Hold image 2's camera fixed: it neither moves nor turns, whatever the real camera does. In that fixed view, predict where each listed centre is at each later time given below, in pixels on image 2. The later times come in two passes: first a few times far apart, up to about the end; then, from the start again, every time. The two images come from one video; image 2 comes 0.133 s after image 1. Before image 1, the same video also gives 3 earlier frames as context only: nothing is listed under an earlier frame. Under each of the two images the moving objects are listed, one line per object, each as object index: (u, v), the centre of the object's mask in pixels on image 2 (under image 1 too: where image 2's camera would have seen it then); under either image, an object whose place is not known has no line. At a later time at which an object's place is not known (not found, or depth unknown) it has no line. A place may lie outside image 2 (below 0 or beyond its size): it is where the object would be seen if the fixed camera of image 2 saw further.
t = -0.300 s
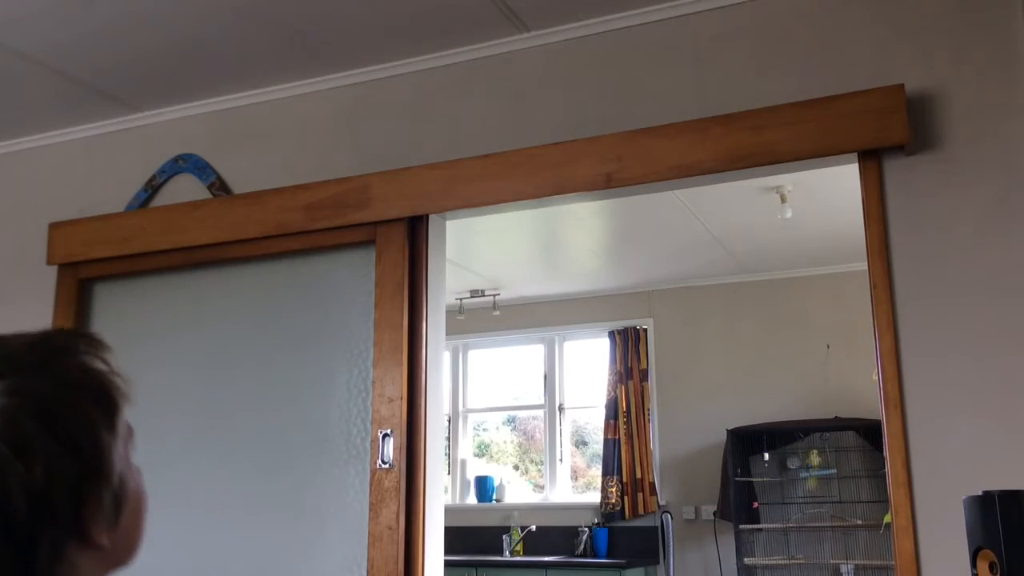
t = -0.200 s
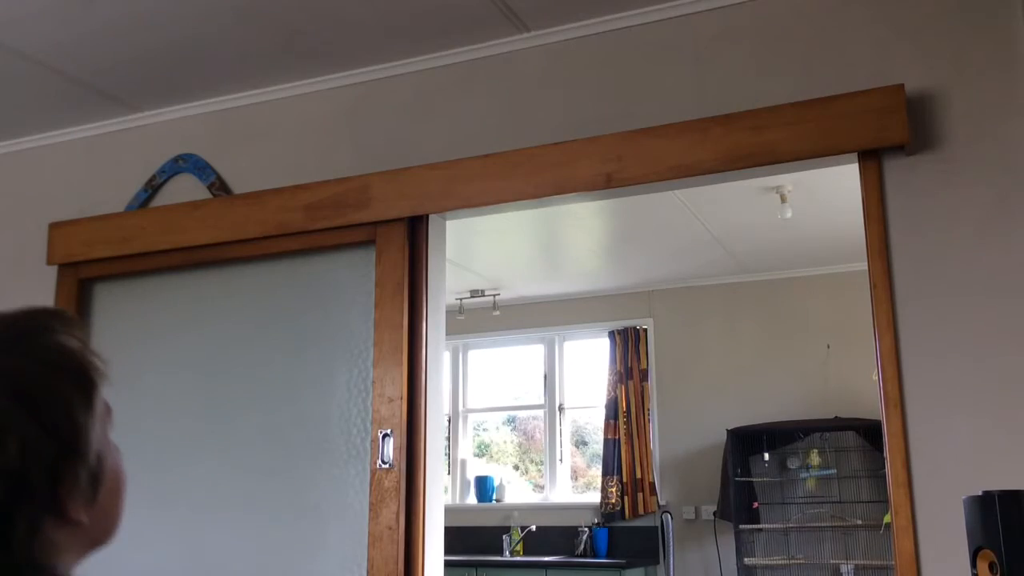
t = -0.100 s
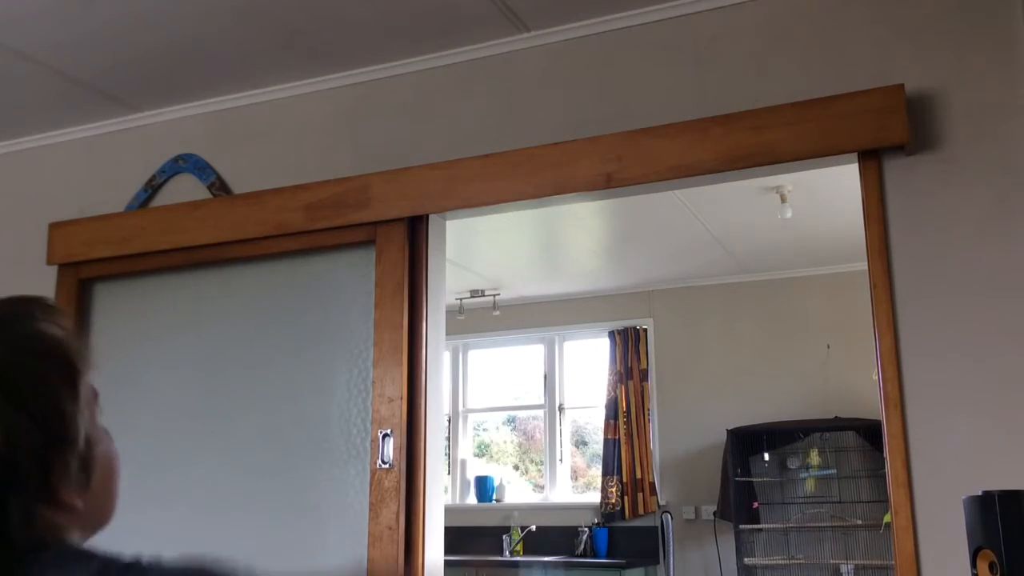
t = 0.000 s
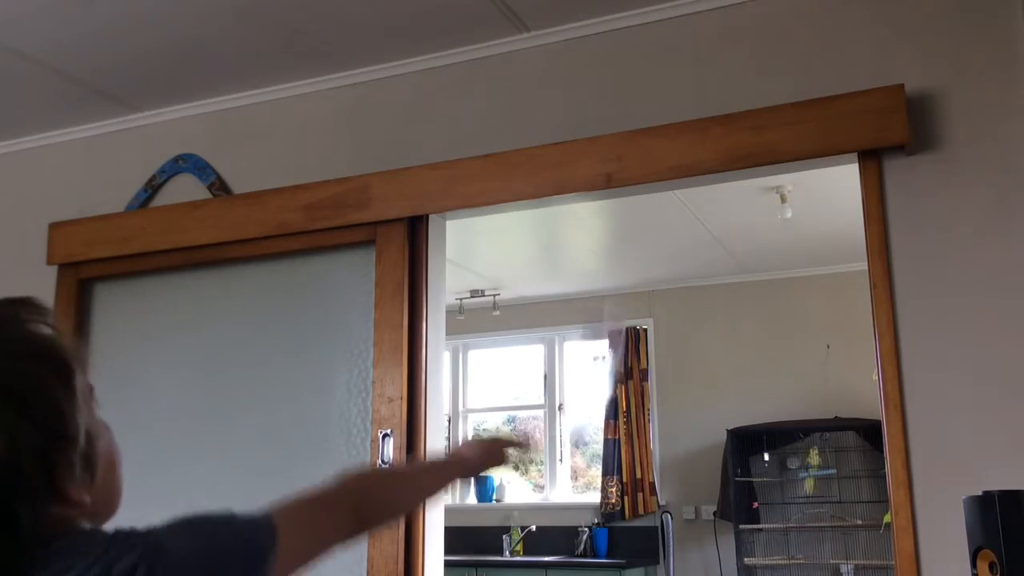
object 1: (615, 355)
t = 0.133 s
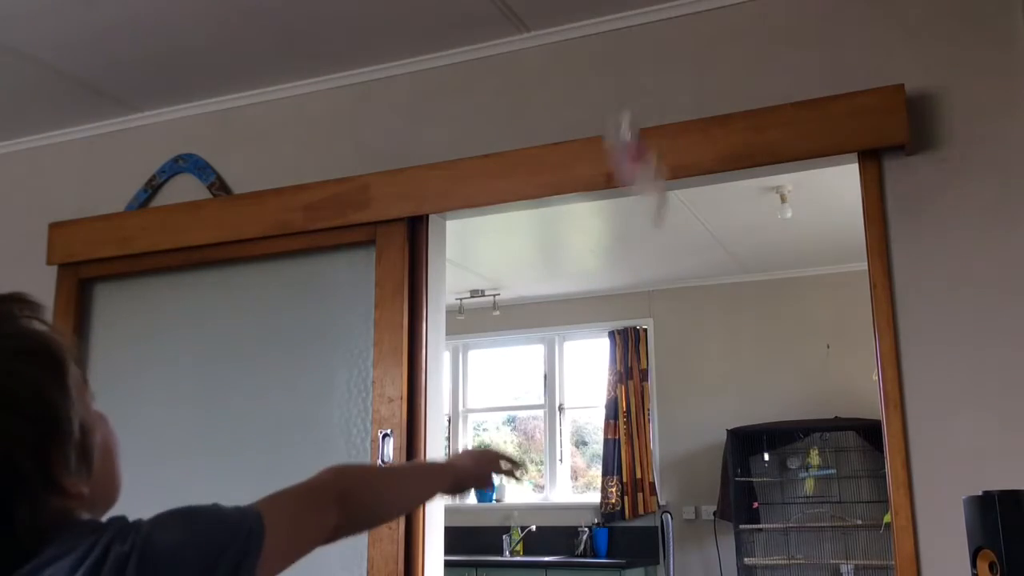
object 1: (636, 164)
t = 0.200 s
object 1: (649, 106)
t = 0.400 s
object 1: (679, 71)
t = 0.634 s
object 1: (662, 88)
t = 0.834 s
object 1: (664, 87)
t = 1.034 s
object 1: (666, 88)
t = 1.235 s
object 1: (666, 88)
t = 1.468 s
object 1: (664, 88)
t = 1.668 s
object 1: (665, 89)
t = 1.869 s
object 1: (665, 89)
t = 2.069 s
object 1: (665, 89)
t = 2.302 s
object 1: (665, 89)
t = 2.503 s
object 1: (664, 89)
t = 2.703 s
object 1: (664, 89)
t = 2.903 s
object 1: (664, 89)
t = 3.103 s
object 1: (664, 89)
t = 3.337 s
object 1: (664, 89)
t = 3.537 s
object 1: (665, 89)
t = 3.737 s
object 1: (665, 89)
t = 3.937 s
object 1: (665, 88)
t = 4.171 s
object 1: (665, 89)
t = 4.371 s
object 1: (665, 89)
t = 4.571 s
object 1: (666, 89)
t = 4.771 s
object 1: (666, 89)
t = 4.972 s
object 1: (666, 89)
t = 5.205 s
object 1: (665, 89)
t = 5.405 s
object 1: (665, 89)
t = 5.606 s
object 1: (665, 89)
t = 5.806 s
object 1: (665, 89)
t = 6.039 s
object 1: (666, 89)
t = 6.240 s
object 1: (664, 89)
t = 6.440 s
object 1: (665, 89)
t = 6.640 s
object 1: (665, 89)
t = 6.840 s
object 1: (662, 91)
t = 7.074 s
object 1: (665, 89)
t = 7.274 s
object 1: (665, 89)
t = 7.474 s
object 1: (665, 89)
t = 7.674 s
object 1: (665, 89)
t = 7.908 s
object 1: (666, 89)
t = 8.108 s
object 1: (666, 89)
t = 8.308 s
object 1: (666, 89)
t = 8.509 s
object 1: (666, 89)
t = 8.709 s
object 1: (666, 89)
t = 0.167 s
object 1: (643, 132)
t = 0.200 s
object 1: (649, 106)
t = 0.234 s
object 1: (650, 82)
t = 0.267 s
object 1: (654, 67)
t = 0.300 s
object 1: (658, 61)
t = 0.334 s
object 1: (663, 59)
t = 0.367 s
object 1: (681, 64)
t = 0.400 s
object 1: (679, 71)
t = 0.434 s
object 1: (677, 79)
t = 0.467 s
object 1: (675, 85)
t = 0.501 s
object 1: (672, 88)
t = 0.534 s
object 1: (670, 88)
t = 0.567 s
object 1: (668, 88)
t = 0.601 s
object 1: (664, 88)
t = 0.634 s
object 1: (662, 88)
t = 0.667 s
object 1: (658, 89)
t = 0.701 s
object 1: (657, 89)
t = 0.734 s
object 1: (657, 89)
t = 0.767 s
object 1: (659, 88)
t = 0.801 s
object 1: (660, 88)
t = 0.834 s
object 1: (664, 87)
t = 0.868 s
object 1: (664, 88)
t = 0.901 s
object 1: (666, 89)
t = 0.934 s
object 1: (667, 88)
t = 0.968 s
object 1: (668, 87)
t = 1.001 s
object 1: (666, 88)
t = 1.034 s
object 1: (666, 88)
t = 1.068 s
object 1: (665, 89)
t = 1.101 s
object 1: (666, 88)
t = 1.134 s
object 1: (665, 88)
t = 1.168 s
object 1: (665, 88)
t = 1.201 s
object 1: (665, 88)
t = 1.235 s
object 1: (666, 88)
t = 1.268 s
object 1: (667, 87)
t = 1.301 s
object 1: (667, 88)
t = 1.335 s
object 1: (665, 89)
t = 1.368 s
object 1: (664, 88)
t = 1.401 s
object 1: (664, 88)
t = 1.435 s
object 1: (665, 88)
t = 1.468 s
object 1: (664, 88)
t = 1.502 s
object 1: (665, 88)
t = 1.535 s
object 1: (664, 88)
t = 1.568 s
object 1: (666, 88)
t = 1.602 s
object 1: (665, 88)
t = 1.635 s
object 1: (665, 88)
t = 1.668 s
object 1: (665, 89)
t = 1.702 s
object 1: (665, 88)
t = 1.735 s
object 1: (665, 88)
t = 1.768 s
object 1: (665, 88)
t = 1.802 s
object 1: (666, 88)
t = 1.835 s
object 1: (666, 88)
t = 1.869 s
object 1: (665, 89)
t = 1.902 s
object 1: (665, 88)
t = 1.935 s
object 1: (666, 88)
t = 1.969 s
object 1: (665, 88)
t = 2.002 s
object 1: (665, 88)
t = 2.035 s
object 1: (665, 88)
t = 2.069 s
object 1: (665, 89)
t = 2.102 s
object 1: (665, 89)
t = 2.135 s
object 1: (664, 89)
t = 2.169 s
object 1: (665, 89)
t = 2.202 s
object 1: (665, 89)
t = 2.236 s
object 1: (665, 89)
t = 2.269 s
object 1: (664, 89)
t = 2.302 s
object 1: (665, 89)
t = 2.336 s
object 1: (665, 89)
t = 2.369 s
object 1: (664, 89)
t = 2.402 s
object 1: (664, 89)
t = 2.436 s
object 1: (664, 89)
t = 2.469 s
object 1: (664, 89)
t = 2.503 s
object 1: (664, 89)
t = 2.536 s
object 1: (665, 89)
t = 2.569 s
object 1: (664, 89)
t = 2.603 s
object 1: (665, 89)
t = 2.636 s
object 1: (664, 89)
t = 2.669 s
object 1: (665, 89)
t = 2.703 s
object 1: (664, 89)
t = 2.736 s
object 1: (664, 89)
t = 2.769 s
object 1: (664, 89)
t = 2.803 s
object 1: (664, 89)
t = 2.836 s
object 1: (664, 89)
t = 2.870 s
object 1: (664, 89)
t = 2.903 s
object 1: (664, 89)
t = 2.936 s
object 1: (664, 89)
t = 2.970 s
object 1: (665, 89)
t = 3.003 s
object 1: (664, 89)
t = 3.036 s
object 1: (664, 89)
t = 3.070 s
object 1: (664, 89)
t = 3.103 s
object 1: (664, 89)
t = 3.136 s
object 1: (665, 89)
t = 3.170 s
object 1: (665, 89)
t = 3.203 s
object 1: (666, 88)
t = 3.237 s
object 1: (666, 88)
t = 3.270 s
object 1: (665, 88)
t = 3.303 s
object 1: (664, 89)
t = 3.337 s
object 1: (664, 89)
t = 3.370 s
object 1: (664, 89)
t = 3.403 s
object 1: (664, 88)
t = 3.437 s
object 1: (664, 89)
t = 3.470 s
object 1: (664, 89)
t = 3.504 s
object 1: (665, 89)
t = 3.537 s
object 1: (665, 89)
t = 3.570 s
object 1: (665, 89)
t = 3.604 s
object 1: (664, 89)
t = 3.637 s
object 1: (664, 89)
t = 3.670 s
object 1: (665, 89)
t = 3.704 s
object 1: (665, 89)
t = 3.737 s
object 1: (665, 89)
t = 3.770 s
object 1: (664, 89)
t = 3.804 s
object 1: (664, 89)
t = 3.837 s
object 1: (664, 89)
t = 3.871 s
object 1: (664, 89)
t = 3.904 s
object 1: (665, 88)
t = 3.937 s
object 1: (665, 88)
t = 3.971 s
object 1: (665, 89)
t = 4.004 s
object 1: (665, 89)
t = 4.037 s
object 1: (665, 89)
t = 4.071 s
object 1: (665, 89)
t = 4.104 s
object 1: (665, 89)
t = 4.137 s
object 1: (665, 89)
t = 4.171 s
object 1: (665, 89)
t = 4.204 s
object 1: (665, 89)
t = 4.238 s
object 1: (665, 89)
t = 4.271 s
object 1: (666, 89)
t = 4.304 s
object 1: (665, 89)
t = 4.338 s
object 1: (665, 89)
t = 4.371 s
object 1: (665, 89)
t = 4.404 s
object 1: (666, 89)
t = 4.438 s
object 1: (666, 89)
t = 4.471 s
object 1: (666, 89)
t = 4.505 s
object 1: (666, 89)
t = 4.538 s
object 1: (666, 88)
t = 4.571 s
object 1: (666, 89)
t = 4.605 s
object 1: (665, 89)
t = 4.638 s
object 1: (665, 89)
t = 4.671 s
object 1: (665, 89)
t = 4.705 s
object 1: (666, 89)
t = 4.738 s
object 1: (666, 89)
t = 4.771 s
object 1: (666, 89)
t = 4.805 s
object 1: (665, 89)
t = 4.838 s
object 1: (665, 89)
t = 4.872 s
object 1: (665, 89)
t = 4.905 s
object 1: (666, 89)
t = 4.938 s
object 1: (665, 89)
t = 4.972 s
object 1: (666, 89)
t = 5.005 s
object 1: (665, 89)
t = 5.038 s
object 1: (665, 89)
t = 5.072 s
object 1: (665, 89)
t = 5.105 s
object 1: (665, 89)
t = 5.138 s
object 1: (665, 89)
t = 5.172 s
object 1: (665, 89)
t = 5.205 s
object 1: (665, 89)
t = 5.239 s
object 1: (665, 89)
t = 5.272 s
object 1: (665, 89)
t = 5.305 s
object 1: (665, 89)
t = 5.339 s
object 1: (665, 89)
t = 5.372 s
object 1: (665, 89)
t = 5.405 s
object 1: (665, 89)
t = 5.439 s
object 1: (666, 89)
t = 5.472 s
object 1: (665, 89)
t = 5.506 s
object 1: (665, 89)
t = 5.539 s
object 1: (665, 89)
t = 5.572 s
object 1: (665, 89)
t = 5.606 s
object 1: (665, 89)
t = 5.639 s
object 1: (665, 89)
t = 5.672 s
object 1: (665, 89)
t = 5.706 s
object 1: (665, 90)
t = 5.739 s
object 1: (666, 89)
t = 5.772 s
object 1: (665, 90)
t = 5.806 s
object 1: (665, 89)
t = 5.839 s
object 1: (665, 89)
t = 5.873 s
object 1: (665, 90)
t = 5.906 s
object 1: (665, 89)
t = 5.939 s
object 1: (665, 90)
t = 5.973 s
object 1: (665, 89)
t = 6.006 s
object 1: (666, 89)
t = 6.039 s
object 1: (666, 89)
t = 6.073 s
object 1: (666, 89)
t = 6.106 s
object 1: (665, 89)
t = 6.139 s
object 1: (664, 89)
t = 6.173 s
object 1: (665, 89)
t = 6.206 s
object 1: (665, 89)
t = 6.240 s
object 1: (664, 89)
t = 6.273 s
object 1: (665, 89)
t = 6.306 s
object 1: (664, 89)
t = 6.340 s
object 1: (665, 89)
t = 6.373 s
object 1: (665, 89)
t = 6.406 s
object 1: (665, 89)
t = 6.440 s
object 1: (665, 89)
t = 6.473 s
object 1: (665, 89)
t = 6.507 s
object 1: (665, 89)
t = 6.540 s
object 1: (665, 89)
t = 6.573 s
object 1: (665, 89)
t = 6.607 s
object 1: (665, 89)
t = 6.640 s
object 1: (665, 89)
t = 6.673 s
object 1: (665, 89)
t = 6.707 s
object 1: (665, 89)
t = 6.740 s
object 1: (665, 89)
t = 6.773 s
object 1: (665, 89)
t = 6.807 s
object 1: (665, 95)
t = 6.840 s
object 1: (662, 91)
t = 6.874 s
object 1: (659, 81)
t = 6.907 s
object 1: (665, 90)
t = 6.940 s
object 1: (665, 90)
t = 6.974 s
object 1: (665, 90)
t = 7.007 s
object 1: (667, 89)
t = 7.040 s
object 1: (665, 90)
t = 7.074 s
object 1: (665, 89)
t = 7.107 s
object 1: (666, 89)
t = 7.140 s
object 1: (665, 89)
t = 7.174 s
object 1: (666, 89)
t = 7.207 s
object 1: (666, 89)
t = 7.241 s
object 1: (665, 89)
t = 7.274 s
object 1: (665, 89)
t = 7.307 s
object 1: (665, 89)
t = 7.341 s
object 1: (666, 89)
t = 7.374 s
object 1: (666, 89)
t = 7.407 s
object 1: (666, 89)
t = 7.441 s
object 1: (665, 89)
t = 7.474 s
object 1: (665, 89)
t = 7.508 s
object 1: (666, 89)
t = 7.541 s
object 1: (666, 89)
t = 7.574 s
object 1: (665, 89)
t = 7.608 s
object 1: (666, 89)
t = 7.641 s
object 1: (666, 89)
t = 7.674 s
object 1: (665, 89)
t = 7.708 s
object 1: (666, 89)
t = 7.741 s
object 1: (665, 89)
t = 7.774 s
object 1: (666, 89)
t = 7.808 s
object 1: (666, 89)
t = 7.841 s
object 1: (665, 89)
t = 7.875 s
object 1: (665, 89)
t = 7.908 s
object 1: (666, 89)
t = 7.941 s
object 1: (666, 89)
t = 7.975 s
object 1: (665, 89)
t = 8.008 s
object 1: (666, 89)
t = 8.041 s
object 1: (666, 89)
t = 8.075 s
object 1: (665, 90)
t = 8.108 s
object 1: (666, 89)
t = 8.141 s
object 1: (665, 89)
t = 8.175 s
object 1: (665, 89)
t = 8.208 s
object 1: (666, 89)
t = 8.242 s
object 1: (666, 89)
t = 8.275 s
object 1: (666, 89)
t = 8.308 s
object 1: (666, 89)
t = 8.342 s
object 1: (665, 89)
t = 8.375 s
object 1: (666, 89)
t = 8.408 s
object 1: (666, 89)
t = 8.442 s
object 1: (666, 89)
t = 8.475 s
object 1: (666, 89)
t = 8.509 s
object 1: (666, 89)
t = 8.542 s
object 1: (665, 89)
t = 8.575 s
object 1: (666, 89)
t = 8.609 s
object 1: (666, 89)
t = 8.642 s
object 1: (665, 89)
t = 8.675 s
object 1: (666, 89)
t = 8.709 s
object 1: (666, 89)
